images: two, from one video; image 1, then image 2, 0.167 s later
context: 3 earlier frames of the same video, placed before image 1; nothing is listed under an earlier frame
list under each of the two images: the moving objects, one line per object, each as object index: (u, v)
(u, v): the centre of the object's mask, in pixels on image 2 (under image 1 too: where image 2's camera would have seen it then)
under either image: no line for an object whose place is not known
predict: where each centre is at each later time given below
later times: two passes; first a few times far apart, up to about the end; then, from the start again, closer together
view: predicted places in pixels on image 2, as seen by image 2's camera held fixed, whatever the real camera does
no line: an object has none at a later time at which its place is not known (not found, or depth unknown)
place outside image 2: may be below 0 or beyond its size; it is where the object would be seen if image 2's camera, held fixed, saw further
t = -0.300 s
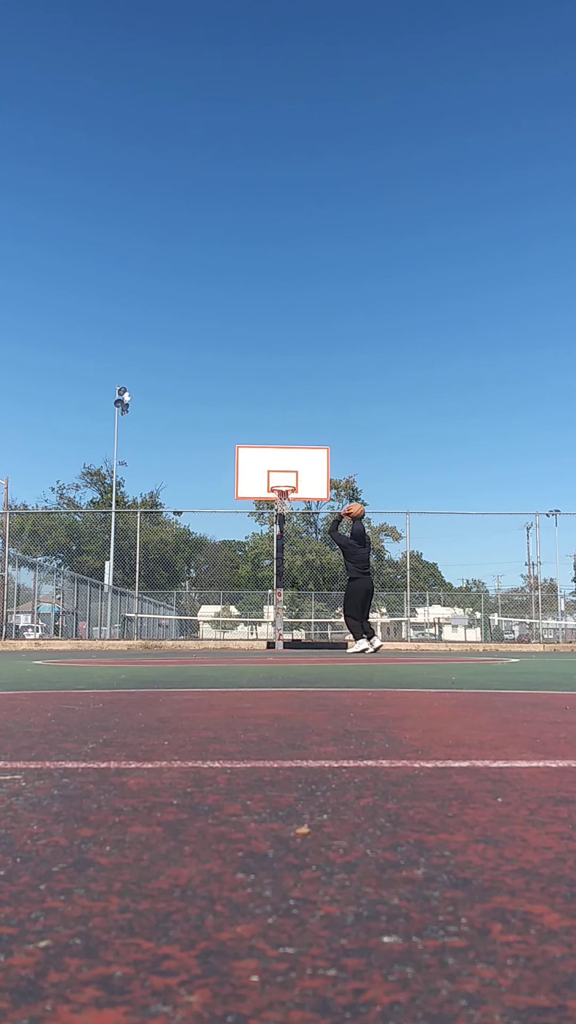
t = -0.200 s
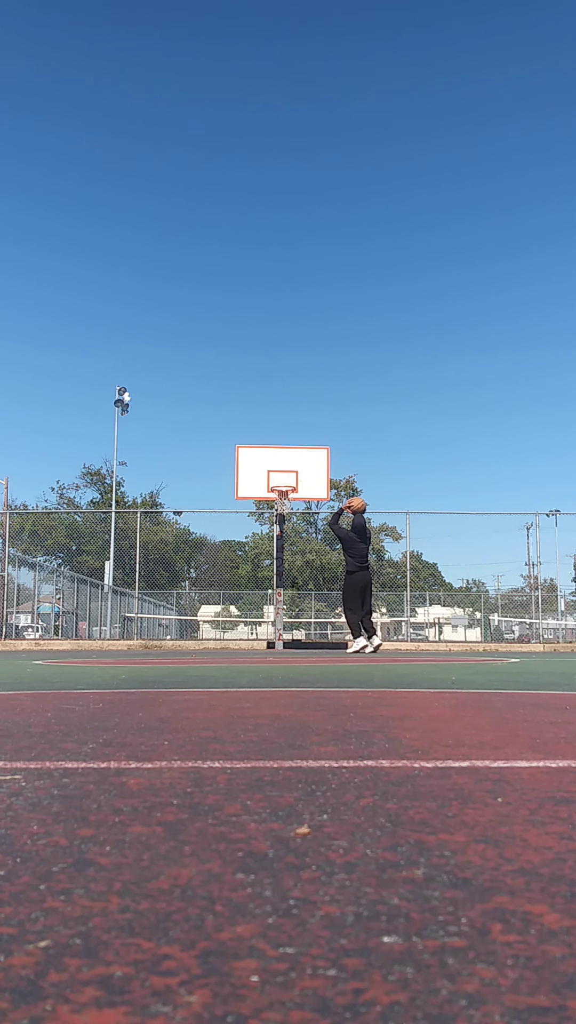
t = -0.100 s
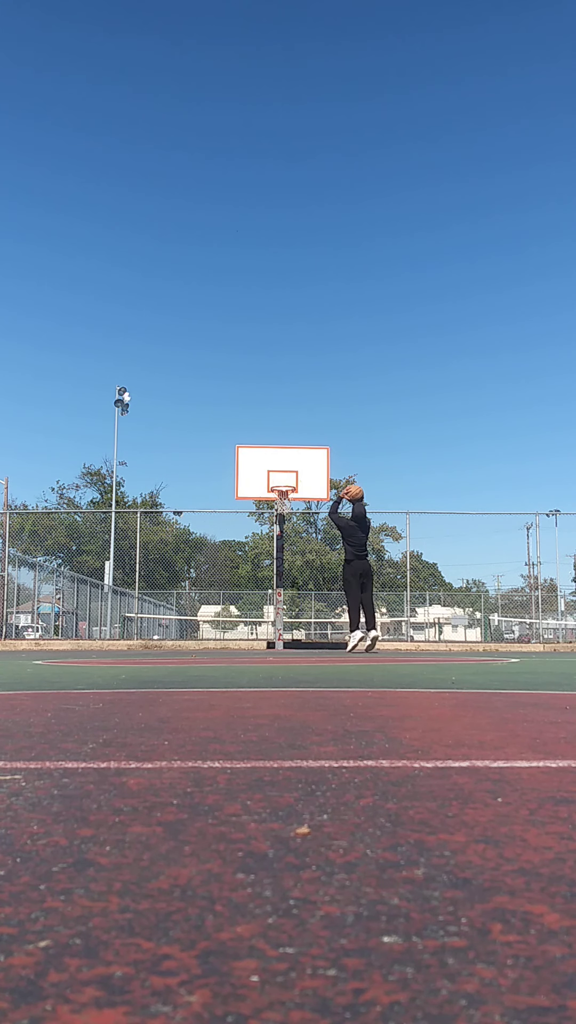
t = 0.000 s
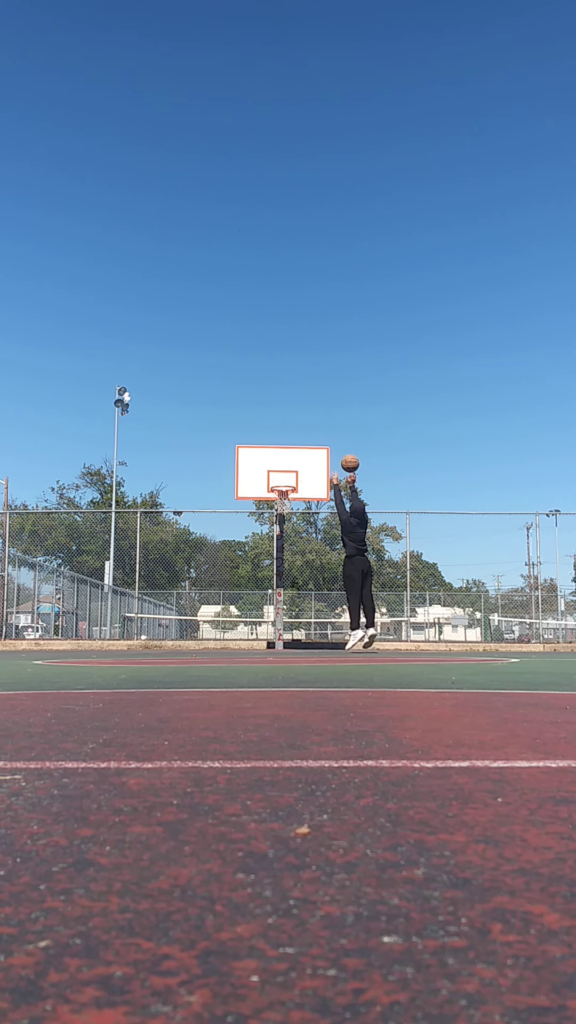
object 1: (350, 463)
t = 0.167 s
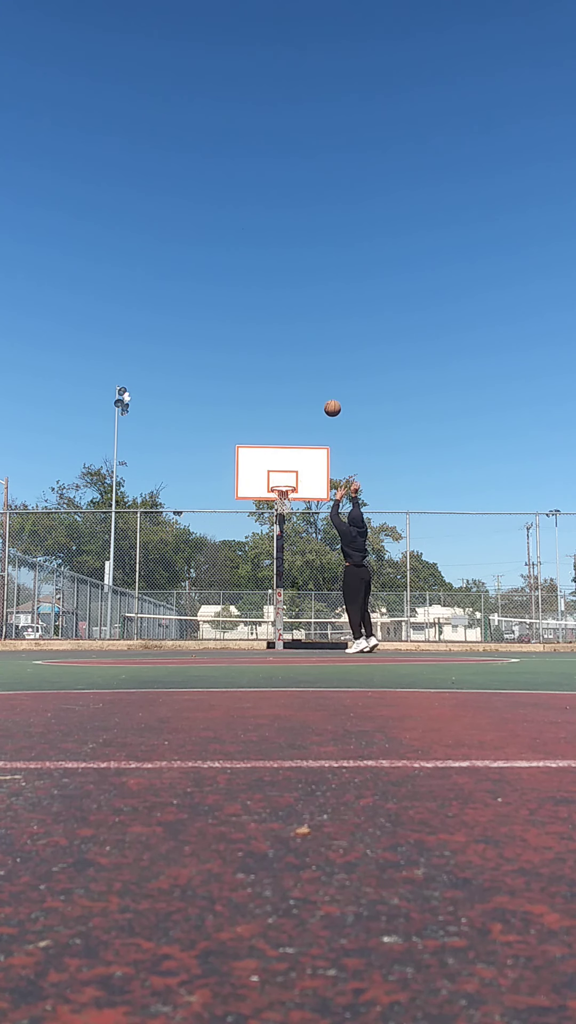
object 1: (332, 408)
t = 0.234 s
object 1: (326, 394)
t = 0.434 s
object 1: (310, 371)
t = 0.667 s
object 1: (295, 378)
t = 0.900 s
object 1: (284, 413)
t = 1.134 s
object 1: (275, 470)
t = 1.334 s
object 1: (270, 449)
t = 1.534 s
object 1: (266, 427)
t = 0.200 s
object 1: (329, 401)
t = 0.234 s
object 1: (326, 394)
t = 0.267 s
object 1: (323, 388)
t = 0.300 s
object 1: (320, 383)
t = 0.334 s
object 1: (317, 379)
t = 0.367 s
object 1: (315, 375)
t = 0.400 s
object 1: (312, 373)
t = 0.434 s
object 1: (310, 371)
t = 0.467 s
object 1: (307, 370)
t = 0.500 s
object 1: (305, 370)
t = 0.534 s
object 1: (303, 370)
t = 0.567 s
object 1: (301, 371)
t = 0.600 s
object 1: (299, 373)
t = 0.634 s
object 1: (297, 375)
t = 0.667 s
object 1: (295, 378)
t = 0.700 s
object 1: (293, 381)
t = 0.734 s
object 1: (292, 385)
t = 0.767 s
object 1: (290, 390)
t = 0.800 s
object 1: (288, 395)
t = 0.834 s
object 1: (287, 400)
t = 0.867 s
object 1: (285, 406)
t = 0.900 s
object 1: (284, 413)
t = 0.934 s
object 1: (283, 419)
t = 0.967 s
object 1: (281, 427)
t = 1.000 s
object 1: (280, 434)
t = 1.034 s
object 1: (279, 442)
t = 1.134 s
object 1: (275, 470)
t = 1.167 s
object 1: (274, 479)
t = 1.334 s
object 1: (270, 449)
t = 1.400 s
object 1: (268, 440)
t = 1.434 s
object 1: (268, 436)
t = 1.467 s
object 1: (267, 432)
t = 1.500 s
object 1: (266, 430)
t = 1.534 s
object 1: (266, 427)
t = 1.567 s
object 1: (265, 426)
